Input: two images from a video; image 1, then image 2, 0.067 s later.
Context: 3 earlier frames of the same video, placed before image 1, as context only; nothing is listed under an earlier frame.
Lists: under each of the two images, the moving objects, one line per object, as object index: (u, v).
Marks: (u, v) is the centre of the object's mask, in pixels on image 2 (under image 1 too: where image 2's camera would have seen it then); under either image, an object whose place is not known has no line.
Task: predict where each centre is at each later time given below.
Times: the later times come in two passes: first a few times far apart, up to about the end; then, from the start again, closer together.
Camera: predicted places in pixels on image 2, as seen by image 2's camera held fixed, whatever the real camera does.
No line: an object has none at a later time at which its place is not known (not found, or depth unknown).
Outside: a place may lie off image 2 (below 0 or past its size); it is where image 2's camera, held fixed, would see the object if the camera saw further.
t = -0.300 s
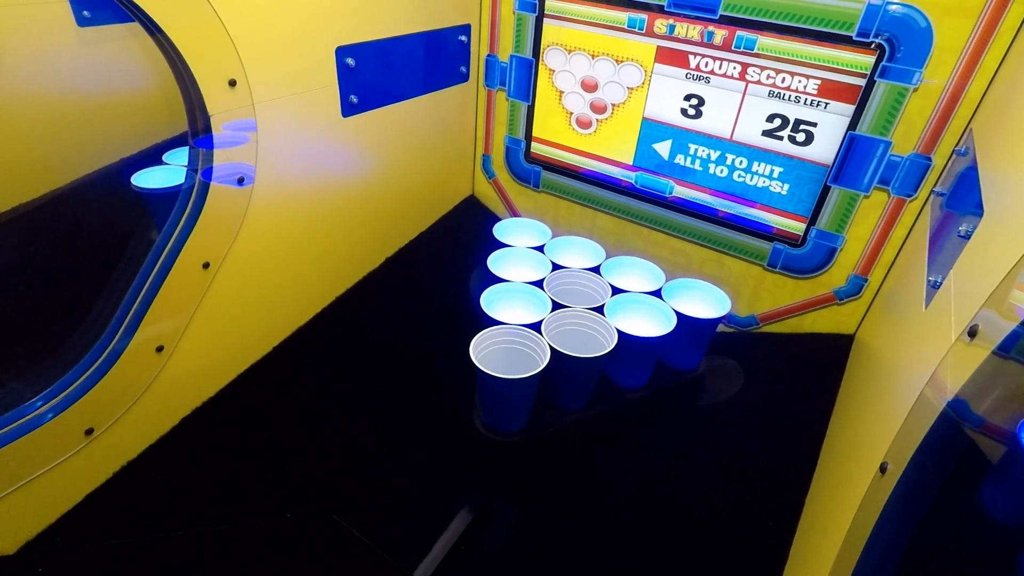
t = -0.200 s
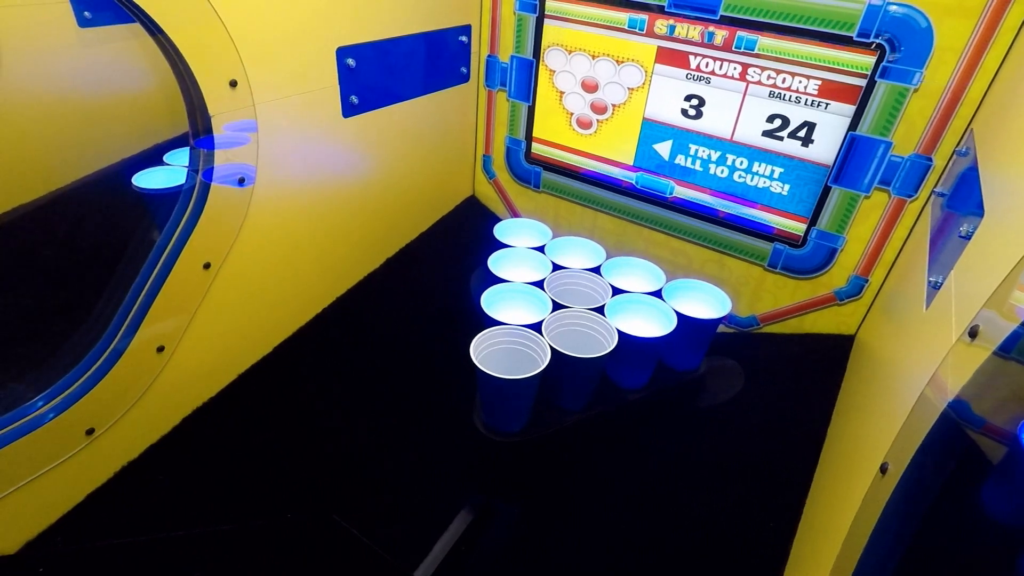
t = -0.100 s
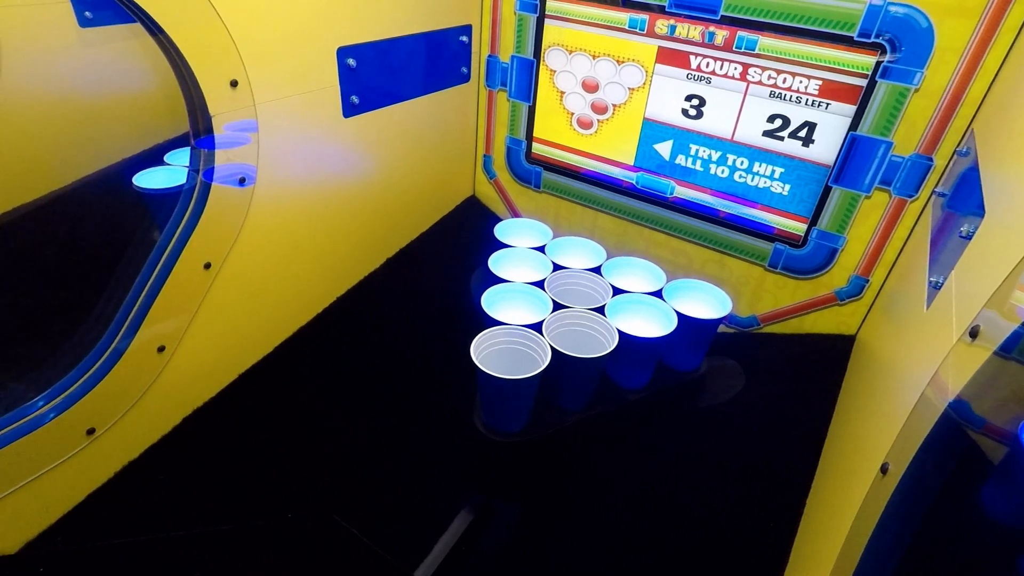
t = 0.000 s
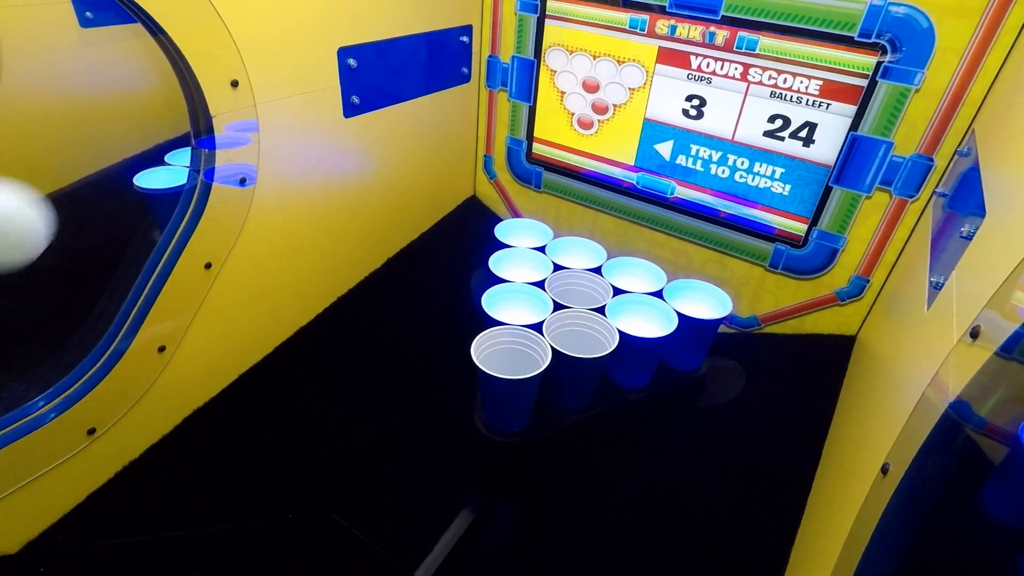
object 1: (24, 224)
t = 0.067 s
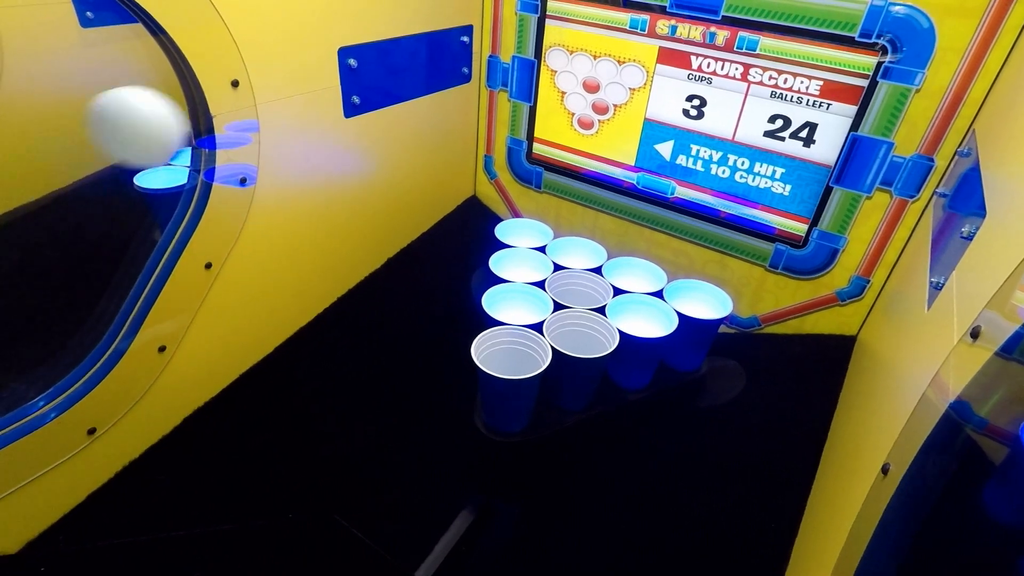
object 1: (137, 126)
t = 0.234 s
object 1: (394, 220)
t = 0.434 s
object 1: (398, 412)
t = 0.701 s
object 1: (460, 385)
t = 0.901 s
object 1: (432, 453)
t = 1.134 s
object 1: (455, 545)
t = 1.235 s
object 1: (422, 563)
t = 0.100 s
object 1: (203, 115)
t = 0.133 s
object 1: (265, 124)
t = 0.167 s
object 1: (316, 147)
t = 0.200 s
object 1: (359, 181)
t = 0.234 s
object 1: (394, 220)
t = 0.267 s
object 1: (421, 263)
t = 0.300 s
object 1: (442, 306)
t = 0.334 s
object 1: (455, 346)
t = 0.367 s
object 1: (431, 367)
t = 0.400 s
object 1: (411, 392)
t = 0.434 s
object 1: (398, 412)
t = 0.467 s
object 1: (407, 395)
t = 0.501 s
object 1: (417, 383)
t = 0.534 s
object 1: (428, 376)
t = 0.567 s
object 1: (439, 374)
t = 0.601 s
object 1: (451, 377)
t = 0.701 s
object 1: (460, 385)
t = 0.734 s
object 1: (454, 385)
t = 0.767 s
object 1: (448, 391)
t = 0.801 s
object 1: (442, 403)
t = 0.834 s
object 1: (436, 420)
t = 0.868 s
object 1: (431, 440)
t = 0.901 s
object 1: (432, 453)
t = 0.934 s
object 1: (438, 459)
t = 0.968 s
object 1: (446, 470)
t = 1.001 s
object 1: (453, 486)
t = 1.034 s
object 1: (460, 508)
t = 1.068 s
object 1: (467, 535)
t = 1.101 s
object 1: (466, 548)
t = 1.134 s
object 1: (455, 545)
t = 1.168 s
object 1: (444, 547)
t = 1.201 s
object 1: (433, 554)
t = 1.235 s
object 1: (422, 563)
